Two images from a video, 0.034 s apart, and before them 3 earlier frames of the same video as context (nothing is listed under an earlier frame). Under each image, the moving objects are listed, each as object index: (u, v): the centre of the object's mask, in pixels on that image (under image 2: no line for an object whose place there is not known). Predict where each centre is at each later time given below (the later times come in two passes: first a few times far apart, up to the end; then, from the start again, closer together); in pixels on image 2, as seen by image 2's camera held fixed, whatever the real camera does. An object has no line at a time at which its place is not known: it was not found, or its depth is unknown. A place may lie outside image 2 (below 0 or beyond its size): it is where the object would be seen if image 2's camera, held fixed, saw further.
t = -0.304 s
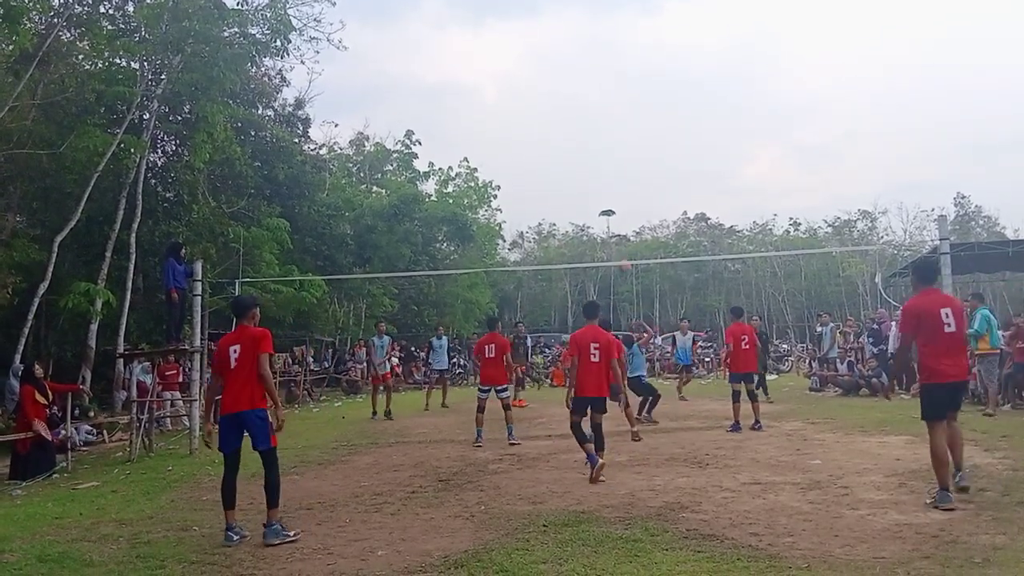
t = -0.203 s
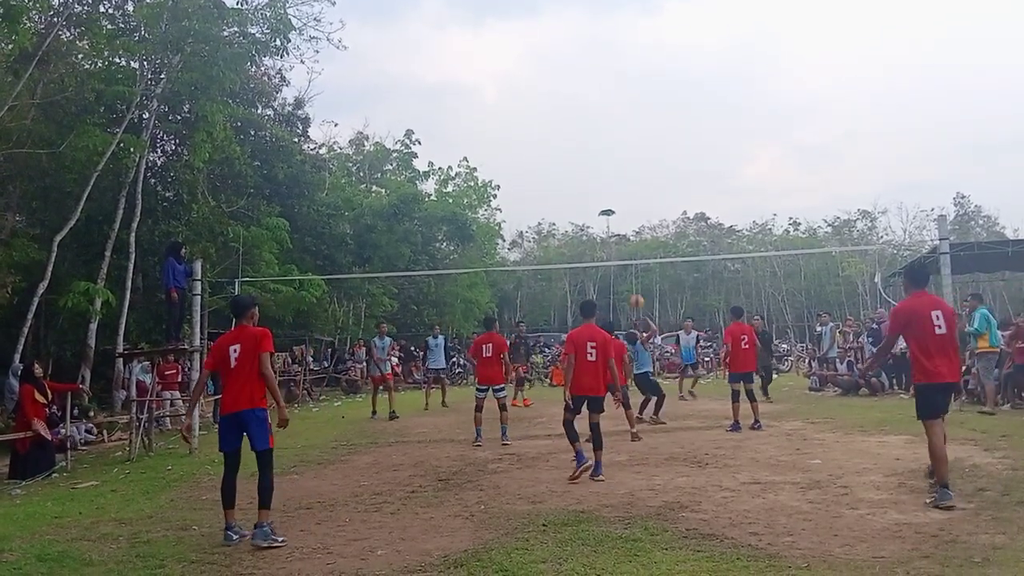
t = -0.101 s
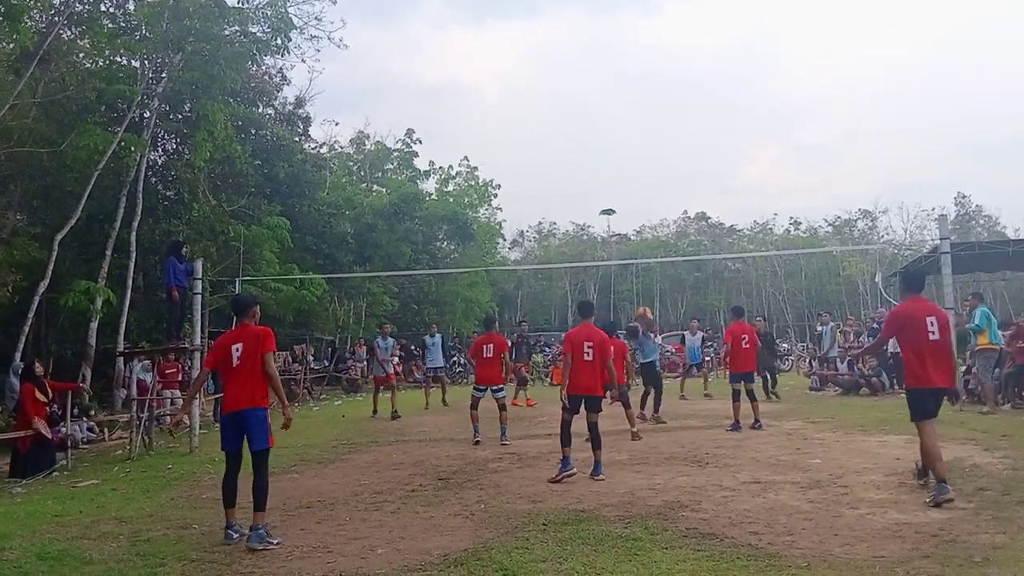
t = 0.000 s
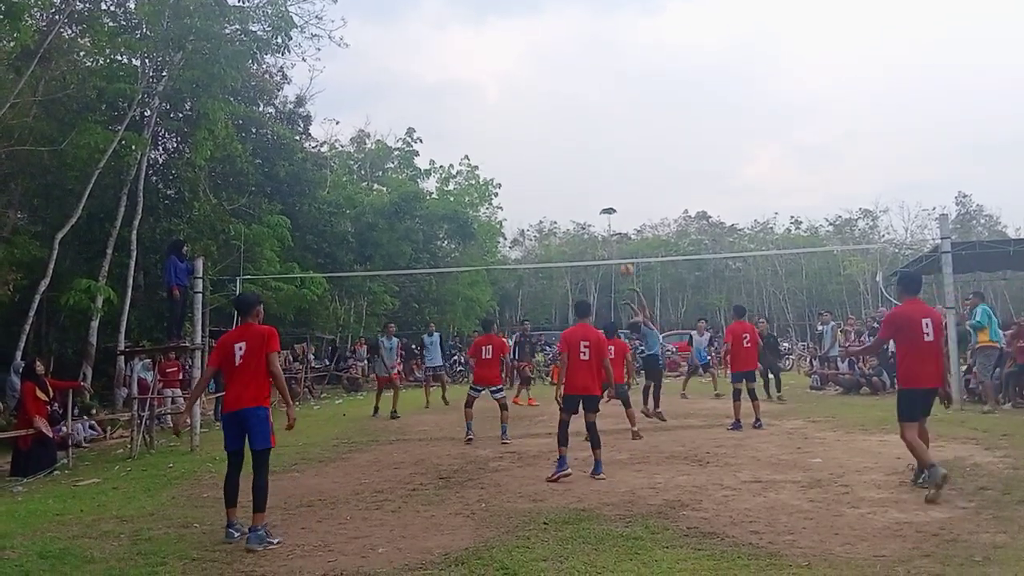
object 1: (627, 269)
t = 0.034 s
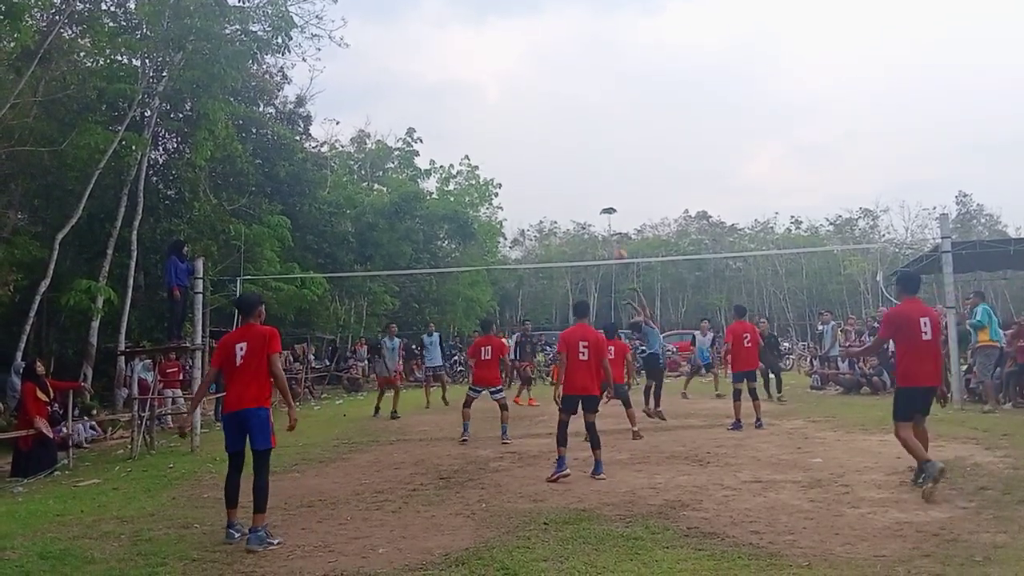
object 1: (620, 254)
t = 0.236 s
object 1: (583, 190)
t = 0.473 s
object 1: (544, 146)
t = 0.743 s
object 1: (501, 138)
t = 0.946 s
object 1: (471, 162)
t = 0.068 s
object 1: (615, 244)
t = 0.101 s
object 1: (607, 231)
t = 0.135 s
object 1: (601, 220)
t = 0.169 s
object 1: (595, 209)
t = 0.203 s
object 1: (589, 199)
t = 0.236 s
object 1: (583, 190)
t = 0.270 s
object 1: (578, 181)
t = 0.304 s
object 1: (572, 174)
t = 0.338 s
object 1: (566, 167)
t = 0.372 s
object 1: (560, 160)
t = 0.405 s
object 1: (555, 155)
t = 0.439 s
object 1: (549, 150)
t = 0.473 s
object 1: (544, 146)
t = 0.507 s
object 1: (538, 142)
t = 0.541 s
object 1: (533, 140)
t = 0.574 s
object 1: (527, 138)
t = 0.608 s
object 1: (522, 136)
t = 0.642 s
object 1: (517, 136)
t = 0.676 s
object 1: (511, 136)
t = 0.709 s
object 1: (506, 137)
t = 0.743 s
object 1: (501, 138)
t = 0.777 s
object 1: (496, 140)
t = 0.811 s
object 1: (491, 143)
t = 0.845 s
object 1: (486, 147)
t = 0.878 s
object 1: (481, 151)
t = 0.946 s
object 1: (471, 162)
